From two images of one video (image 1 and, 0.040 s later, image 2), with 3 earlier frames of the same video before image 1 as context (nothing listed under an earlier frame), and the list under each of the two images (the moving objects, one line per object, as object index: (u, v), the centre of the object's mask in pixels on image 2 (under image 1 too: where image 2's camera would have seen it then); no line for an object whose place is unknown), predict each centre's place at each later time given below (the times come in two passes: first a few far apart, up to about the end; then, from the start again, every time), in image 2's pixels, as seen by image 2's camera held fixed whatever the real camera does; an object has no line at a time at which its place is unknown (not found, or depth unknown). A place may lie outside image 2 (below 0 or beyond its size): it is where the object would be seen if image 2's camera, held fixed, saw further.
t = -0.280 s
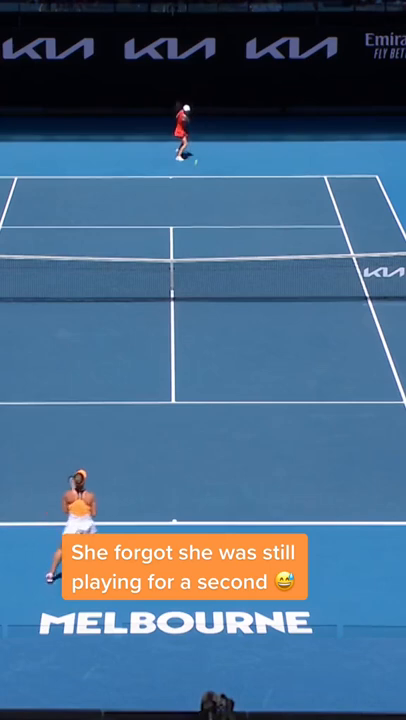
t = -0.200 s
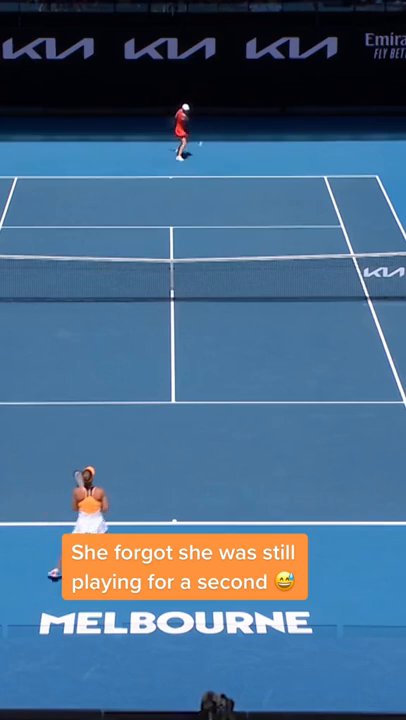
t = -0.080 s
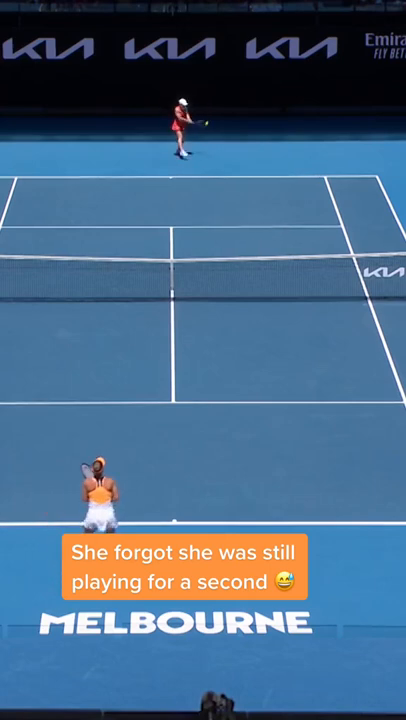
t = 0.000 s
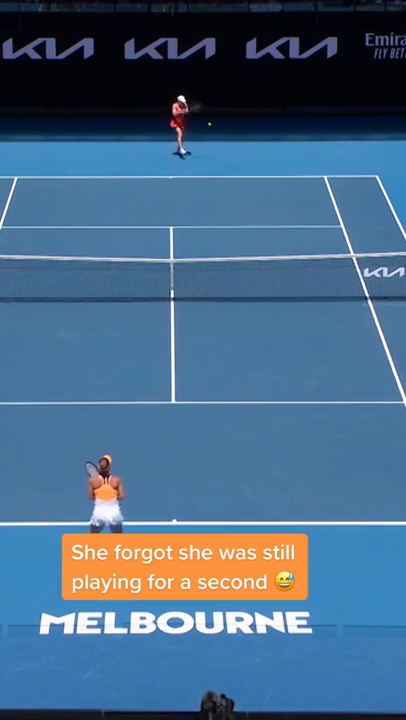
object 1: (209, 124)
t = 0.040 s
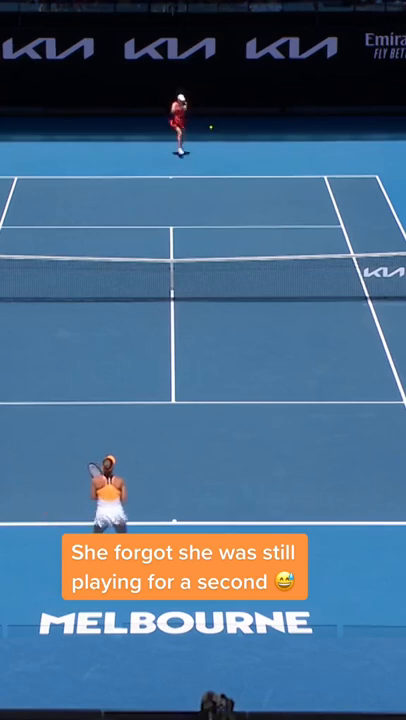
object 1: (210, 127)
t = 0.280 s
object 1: (220, 165)
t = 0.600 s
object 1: (237, 273)
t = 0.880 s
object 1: (253, 396)
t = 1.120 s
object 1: (259, 407)
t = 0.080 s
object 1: (211, 132)
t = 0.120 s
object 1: (213, 136)
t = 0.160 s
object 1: (215, 142)
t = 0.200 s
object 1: (217, 149)
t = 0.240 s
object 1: (218, 157)
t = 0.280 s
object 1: (220, 165)
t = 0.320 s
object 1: (222, 174)
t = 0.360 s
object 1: (224, 185)
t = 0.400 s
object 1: (226, 197)
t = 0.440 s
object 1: (228, 210)
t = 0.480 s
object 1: (230, 223)
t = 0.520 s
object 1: (233, 239)
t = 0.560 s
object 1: (234, 254)
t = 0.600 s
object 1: (237, 273)
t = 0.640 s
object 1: (239, 292)
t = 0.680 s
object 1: (242, 313)
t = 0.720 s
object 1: (245, 334)
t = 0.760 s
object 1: (247, 358)
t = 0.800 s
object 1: (250, 382)
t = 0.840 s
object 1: (252, 396)
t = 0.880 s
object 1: (253, 396)
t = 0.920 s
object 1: (255, 396)
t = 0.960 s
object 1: (256, 397)
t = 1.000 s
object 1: (256, 397)
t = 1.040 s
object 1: (257, 399)
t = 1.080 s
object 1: (258, 402)
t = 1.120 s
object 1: (259, 407)
